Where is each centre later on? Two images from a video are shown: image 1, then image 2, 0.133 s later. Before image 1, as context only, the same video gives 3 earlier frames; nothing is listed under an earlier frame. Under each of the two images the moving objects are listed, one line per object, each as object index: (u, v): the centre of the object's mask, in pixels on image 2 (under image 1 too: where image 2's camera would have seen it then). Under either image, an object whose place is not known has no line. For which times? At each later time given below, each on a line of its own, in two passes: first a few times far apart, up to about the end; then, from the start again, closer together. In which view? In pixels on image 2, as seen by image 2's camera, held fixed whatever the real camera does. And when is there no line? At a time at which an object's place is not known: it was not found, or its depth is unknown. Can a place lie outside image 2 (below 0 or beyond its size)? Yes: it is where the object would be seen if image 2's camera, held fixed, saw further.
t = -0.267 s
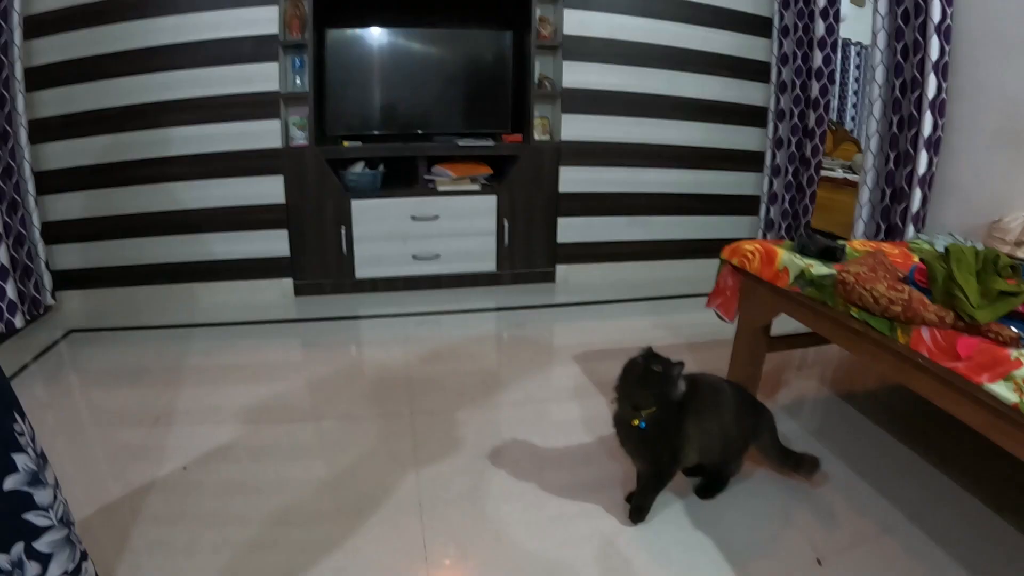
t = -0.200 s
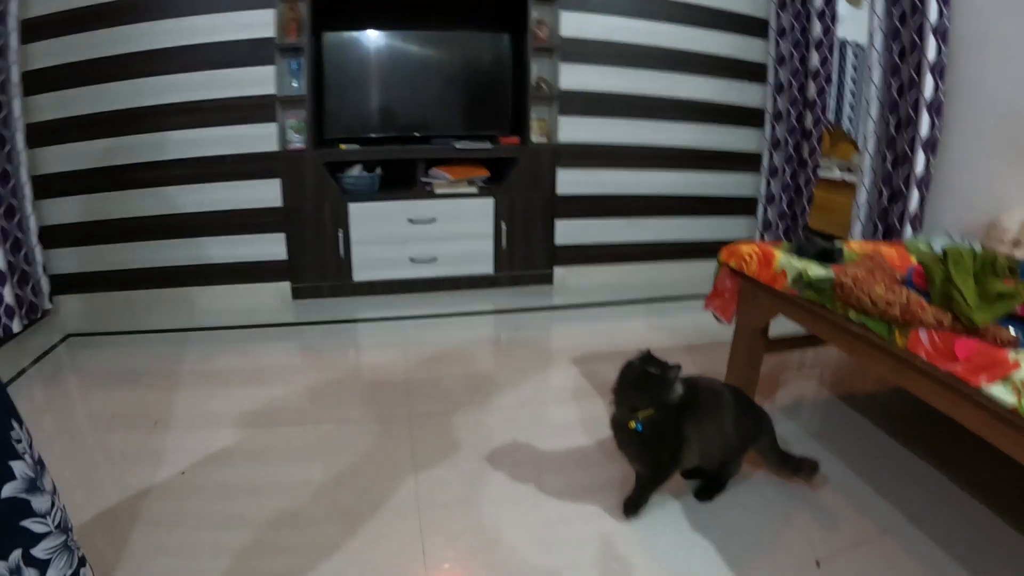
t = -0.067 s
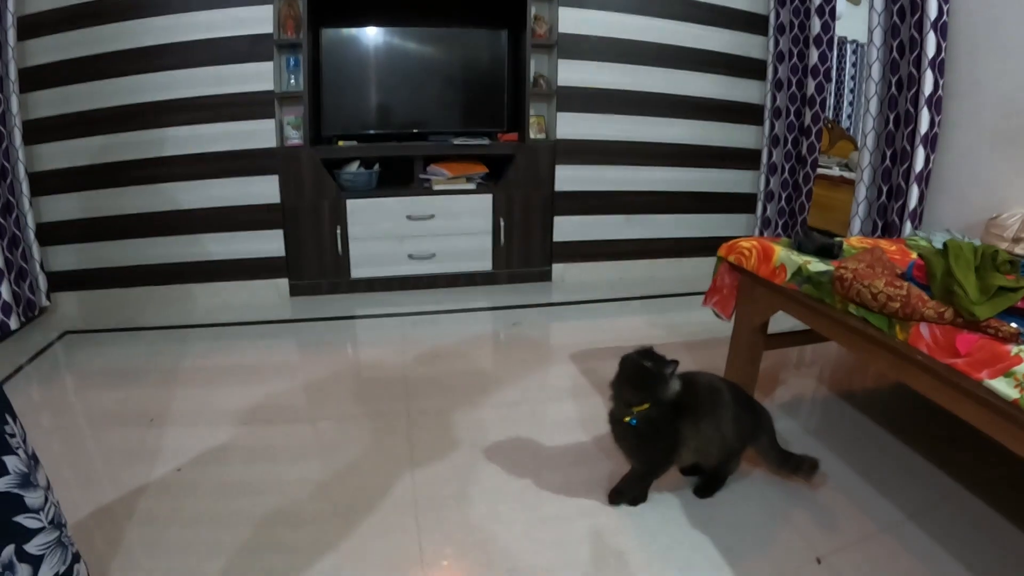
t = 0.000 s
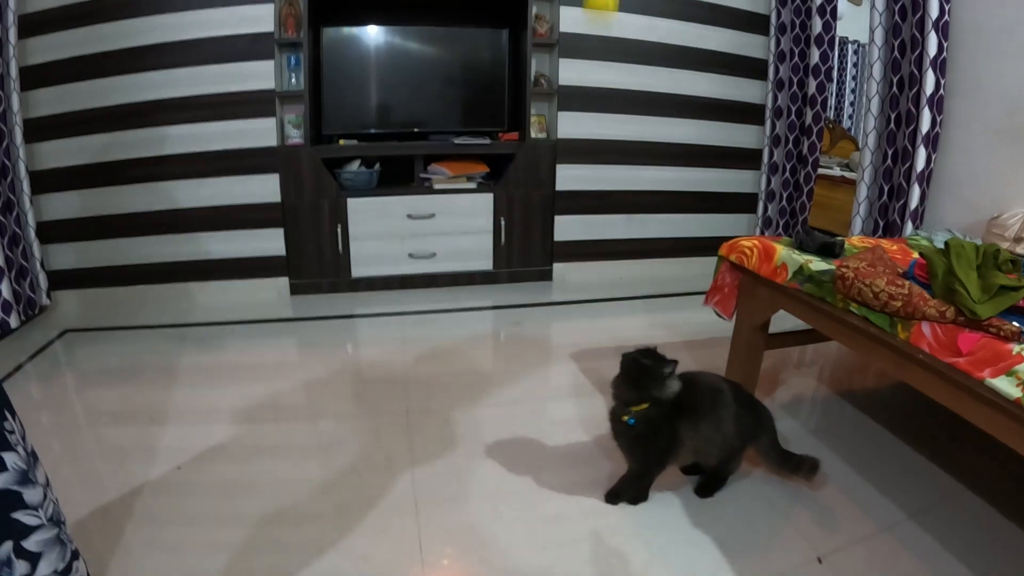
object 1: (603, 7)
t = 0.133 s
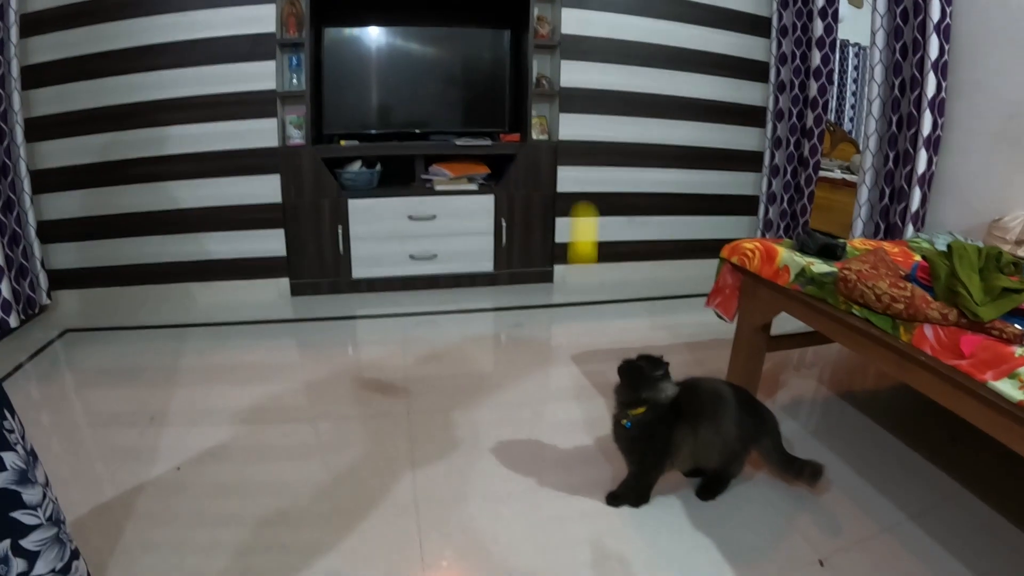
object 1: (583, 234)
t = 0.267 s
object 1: (566, 398)
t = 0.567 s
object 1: (550, 183)
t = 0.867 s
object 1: (530, 272)
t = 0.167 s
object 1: (578, 294)
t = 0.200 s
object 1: (573, 352)
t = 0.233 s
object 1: (567, 403)
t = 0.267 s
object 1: (566, 398)
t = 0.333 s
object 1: (565, 324)
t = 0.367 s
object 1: (563, 293)
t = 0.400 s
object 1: (561, 264)
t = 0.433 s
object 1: (559, 241)
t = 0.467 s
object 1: (556, 218)
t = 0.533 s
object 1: (552, 191)
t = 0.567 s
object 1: (550, 183)
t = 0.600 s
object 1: (548, 179)
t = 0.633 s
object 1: (546, 179)
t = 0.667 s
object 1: (544, 183)
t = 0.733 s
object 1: (539, 201)
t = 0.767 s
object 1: (537, 215)
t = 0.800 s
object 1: (535, 232)
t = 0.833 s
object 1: (532, 252)
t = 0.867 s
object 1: (530, 272)
